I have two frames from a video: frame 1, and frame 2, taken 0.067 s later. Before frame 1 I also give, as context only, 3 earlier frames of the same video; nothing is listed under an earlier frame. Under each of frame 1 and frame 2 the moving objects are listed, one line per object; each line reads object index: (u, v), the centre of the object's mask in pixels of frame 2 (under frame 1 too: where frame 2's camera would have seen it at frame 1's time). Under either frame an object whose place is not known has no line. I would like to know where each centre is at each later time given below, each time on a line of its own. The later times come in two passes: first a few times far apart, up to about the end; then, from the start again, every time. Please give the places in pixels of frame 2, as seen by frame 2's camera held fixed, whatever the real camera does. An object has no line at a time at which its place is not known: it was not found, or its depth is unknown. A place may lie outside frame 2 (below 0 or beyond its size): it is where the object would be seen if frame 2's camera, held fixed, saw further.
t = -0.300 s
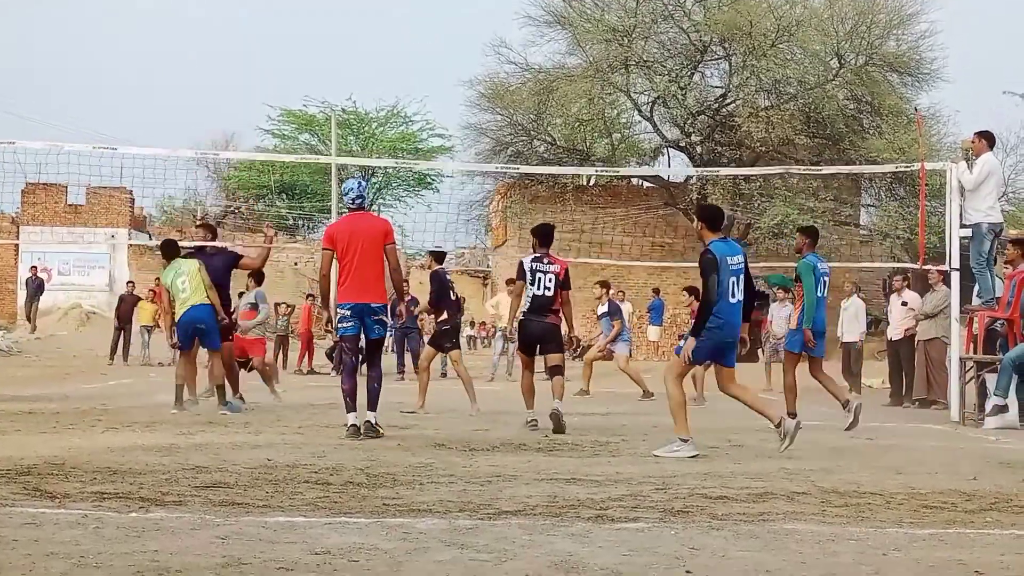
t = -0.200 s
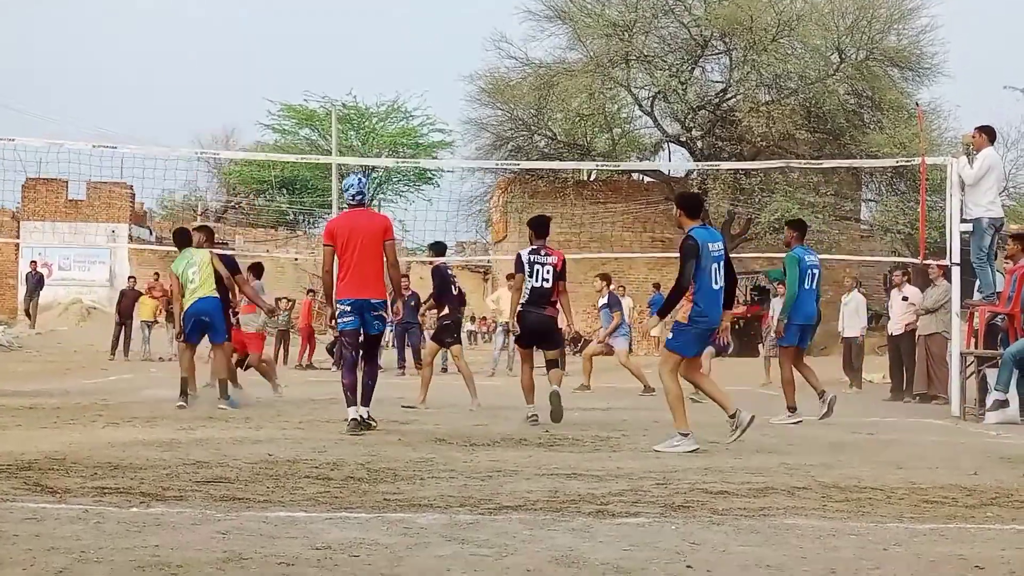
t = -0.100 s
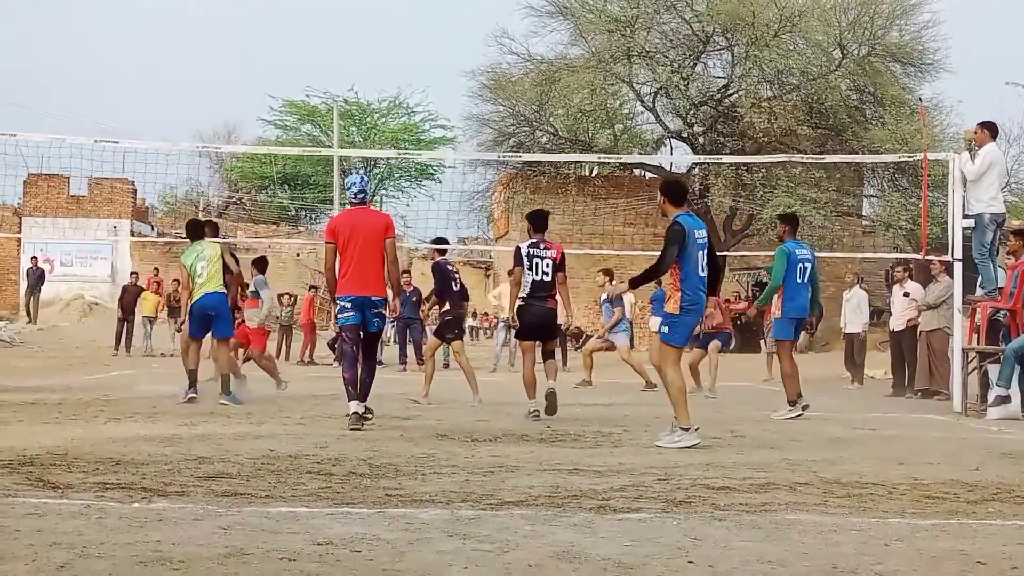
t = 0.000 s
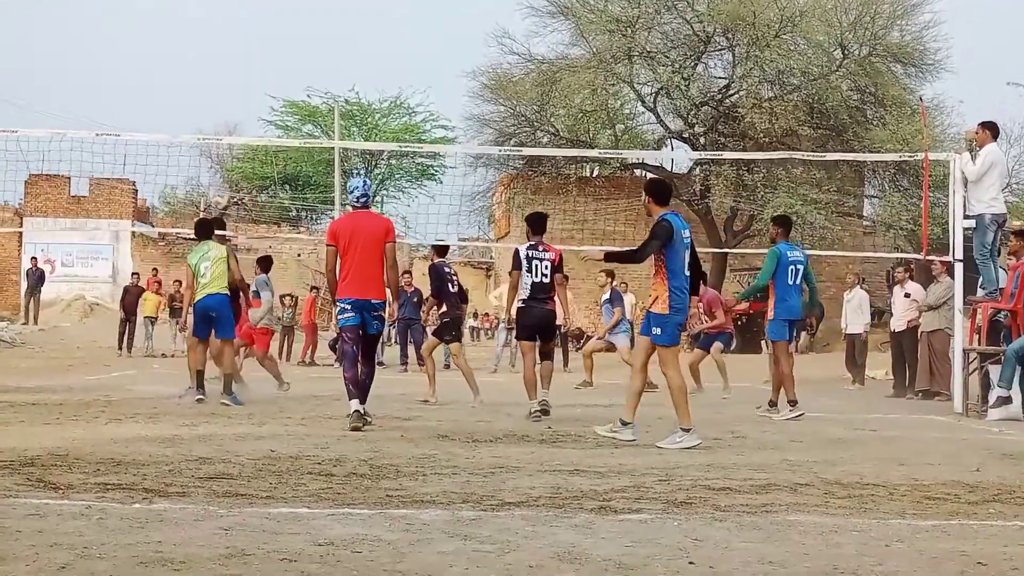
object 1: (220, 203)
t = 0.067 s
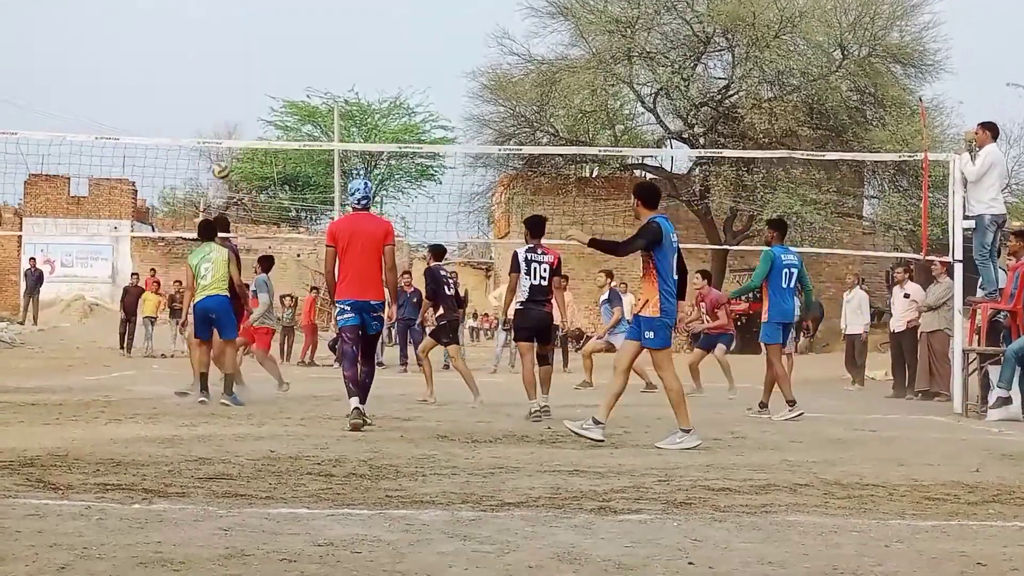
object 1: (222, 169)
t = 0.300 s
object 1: (215, 80)
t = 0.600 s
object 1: (205, 25)
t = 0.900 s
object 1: (191, 53)
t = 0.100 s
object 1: (221, 156)
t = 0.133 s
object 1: (220, 137)
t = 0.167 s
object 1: (219, 127)
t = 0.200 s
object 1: (218, 115)
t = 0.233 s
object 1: (217, 102)
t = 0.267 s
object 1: (217, 91)
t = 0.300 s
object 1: (215, 80)
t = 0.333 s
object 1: (215, 71)
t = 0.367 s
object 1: (213, 62)
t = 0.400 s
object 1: (212, 54)
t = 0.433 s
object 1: (212, 47)
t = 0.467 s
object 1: (210, 40)
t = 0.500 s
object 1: (209, 35)
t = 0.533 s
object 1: (207, 30)
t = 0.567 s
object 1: (206, 27)
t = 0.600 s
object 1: (205, 25)
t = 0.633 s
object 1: (204, 23)
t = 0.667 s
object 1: (203, 22)
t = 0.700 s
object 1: (201, 23)
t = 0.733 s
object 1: (200, 26)
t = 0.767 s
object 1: (198, 29)
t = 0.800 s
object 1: (197, 33)
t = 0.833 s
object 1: (195, 38)
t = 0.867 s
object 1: (193, 45)
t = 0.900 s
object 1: (191, 53)
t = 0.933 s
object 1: (189, 62)
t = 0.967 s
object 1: (188, 73)
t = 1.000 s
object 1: (185, 84)
